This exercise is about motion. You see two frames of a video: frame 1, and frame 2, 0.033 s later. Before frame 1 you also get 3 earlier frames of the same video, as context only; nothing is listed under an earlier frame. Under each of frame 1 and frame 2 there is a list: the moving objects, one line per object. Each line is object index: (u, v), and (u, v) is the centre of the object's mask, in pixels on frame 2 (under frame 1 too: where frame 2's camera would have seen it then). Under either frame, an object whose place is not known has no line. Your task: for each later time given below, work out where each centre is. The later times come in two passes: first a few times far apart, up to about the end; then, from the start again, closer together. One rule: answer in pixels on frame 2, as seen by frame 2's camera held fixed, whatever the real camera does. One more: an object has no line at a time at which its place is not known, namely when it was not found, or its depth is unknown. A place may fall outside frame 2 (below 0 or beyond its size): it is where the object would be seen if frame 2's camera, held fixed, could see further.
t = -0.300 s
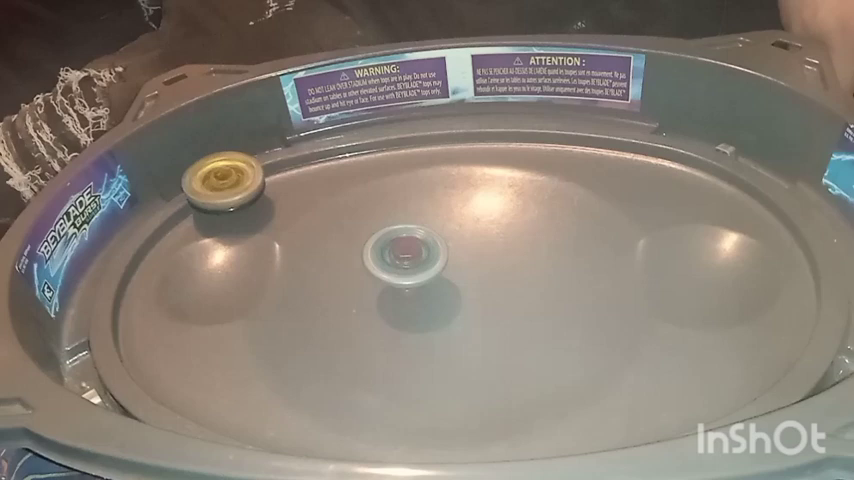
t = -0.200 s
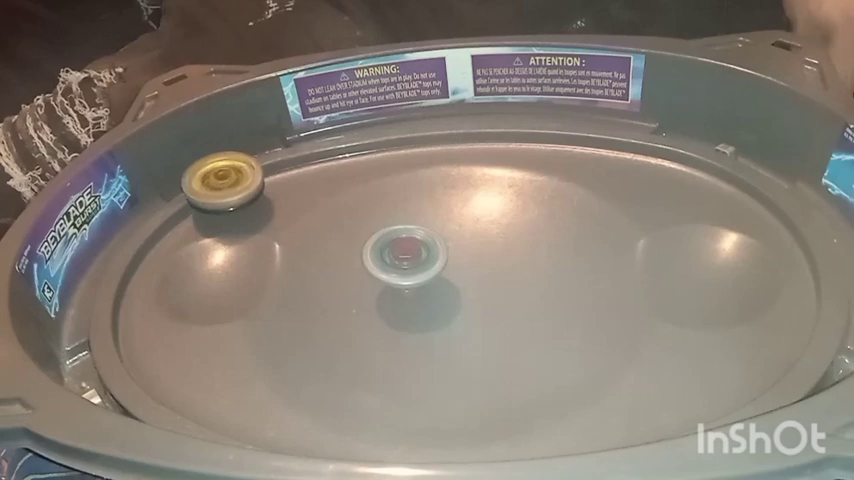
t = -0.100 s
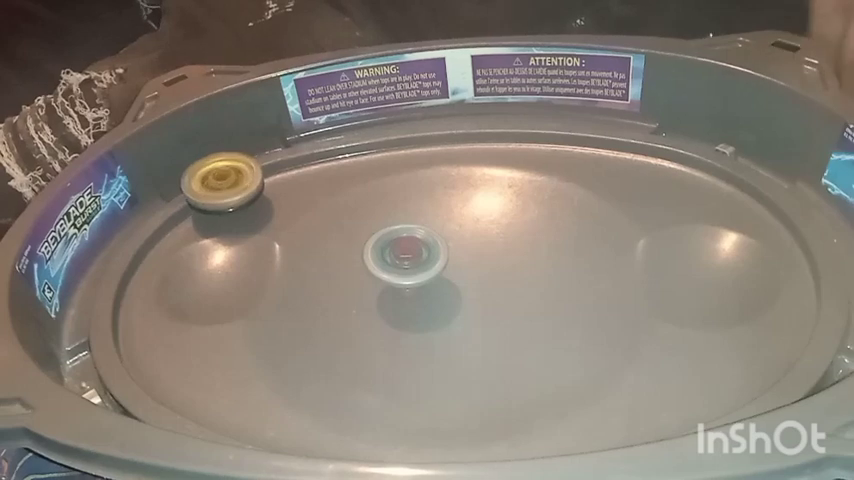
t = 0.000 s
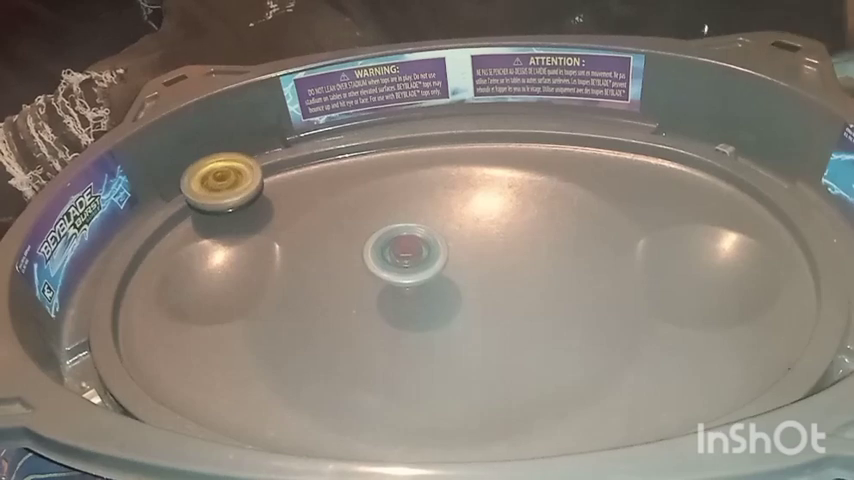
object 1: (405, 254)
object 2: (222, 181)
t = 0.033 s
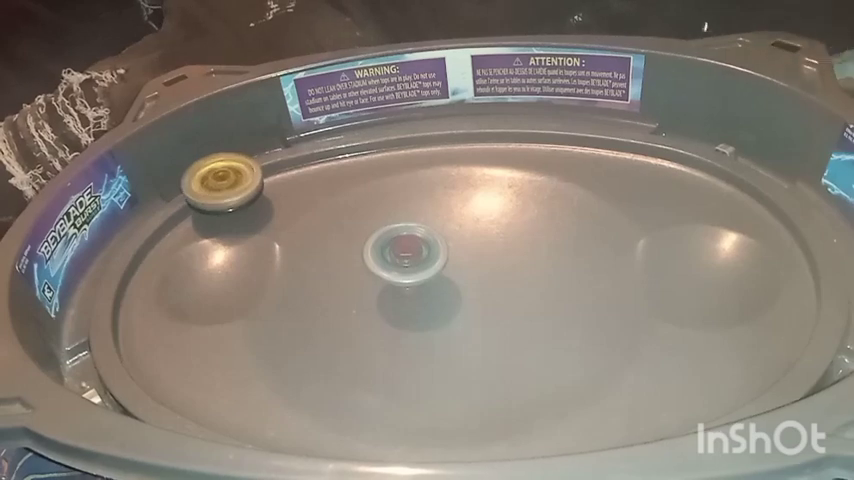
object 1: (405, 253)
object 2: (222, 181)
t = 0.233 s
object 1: (405, 252)
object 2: (224, 181)
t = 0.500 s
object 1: (409, 252)
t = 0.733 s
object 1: (407, 249)
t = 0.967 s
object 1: (400, 253)
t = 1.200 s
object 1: (405, 251)
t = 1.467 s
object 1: (398, 251)
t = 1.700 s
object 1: (402, 255)
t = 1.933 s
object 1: (403, 252)
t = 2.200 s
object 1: (398, 255)
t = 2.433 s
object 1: (401, 254)
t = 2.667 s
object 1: (399, 252)
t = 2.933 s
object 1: (402, 253)
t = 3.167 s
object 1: (403, 253)
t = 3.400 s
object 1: (402, 254)
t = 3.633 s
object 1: (404, 254)
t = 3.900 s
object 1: (401, 254)
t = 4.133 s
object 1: (402, 254)
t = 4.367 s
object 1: (402, 253)
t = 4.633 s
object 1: (401, 253)
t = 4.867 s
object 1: (403, 254)
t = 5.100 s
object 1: (403, 253)
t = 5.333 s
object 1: (402, 254)
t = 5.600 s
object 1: (403, 253)
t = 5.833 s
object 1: (401, 252)
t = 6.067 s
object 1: (400, 253)
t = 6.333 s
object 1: (402, 252)
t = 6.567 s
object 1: (401, 252)
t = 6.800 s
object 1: (404, 254)
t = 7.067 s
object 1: (403, 252)
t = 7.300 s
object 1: (399, 254)
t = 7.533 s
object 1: (402, 254)
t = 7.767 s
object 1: (401, 251)
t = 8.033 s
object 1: (401, 254)
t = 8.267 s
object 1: (404, 254)
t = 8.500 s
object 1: (403, 253)
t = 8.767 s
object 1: (401, 254)
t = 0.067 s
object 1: (405, 253)
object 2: (222, 181)
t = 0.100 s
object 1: (405, 253)
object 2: (222, 181)
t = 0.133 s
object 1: (405, 252)
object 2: (223, 181)
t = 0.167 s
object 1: (405, 252)
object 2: (223, 181)
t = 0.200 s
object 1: (405, 252)
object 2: (223, 181)
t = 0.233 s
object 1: (405, 252)
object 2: (224, 181)
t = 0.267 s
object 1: (405, 253)
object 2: (224, 180)
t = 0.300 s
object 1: (406, 253)
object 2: (224, 180)
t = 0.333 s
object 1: (406, 252)
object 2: (225, 180)
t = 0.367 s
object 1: (406, 253)
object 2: (225, 180)
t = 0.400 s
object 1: (407, 252)
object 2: (226, 179)
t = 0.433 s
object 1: (408, 252)
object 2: (226, 179)
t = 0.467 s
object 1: (409, 253)
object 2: (226, 179)
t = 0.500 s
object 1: (409, 252)
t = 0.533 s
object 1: (409, 252)
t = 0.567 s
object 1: (409, 251)
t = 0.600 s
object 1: (409, 251)
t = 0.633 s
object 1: (409, 250)
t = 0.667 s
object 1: (408, 249)
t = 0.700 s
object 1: (408, 249)
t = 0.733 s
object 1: (407, 249)
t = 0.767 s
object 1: (406, 248)
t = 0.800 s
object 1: (404, 249)
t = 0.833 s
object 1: (403, 249)
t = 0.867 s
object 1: (401, 250)
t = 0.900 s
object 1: (401, 251)
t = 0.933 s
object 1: (400, 252)
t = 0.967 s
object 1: (400, 253)
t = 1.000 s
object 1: (401, 253)
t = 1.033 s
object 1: (401, 253)
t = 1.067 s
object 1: (402, 253)
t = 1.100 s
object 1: (403, 253)
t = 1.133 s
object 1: (404, 253)
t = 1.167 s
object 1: (405, 252)
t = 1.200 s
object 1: (405, 251)
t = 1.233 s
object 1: (405, 250)
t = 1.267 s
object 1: (404, 250)
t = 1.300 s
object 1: (403, 249)
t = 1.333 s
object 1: (402, 249)
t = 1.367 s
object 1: (400, 249)
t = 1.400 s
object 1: (399, 249)
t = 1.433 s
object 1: (398, 250)
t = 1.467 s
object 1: (398, 251)
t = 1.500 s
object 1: (397, 252)
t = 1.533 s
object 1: (398, 253)
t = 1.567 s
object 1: (398, 254)
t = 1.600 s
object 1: (399, 254)
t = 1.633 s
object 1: (400, 255)
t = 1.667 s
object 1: (401, 255)
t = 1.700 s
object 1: (402, 255)
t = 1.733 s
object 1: (404, 255)
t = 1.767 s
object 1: (404, 254)
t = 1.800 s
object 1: (404, 254)
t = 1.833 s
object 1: (404, 253)
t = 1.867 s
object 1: (404, 253)
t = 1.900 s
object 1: (404, 253)
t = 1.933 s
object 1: (403, 252)
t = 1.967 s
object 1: (403, 252)
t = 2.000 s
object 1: (402, 252)
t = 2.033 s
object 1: (400, 253)
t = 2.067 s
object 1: (400, 253)
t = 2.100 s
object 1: (399, 254)
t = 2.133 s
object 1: (398, 254)
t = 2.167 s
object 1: (399, 255)
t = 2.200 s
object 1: (398, 255)
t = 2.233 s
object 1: (399, 255)
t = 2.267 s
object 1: (399, 255)
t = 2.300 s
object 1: (400, 255)
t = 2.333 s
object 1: (400, 255)
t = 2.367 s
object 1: (401, 254)
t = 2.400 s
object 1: (401, 254)
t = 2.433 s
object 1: (401, 254)
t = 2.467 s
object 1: (401, 253)
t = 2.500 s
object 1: (400, 253)
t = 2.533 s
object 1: (400, 252)
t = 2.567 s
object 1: (400, 252)
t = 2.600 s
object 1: (399, 252)
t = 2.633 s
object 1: (399, 252)
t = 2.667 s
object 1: (399, 252)
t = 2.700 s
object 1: (399, 253)
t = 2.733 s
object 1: (399, 253)
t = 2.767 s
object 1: (399, 253)
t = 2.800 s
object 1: (400, 254)
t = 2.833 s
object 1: (400, 254)
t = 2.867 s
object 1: (401, 254)
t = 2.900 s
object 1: (401, 253)
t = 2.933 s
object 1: (402, 253)
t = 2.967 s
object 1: (402, 253)
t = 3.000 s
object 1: (403, 253)
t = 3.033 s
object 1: (403, 253)
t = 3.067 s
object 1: (403, 253)
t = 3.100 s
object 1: (403, 253)
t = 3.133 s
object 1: (403, 253)
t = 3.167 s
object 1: (403, 253)
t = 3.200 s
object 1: (403, 253)
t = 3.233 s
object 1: (403, 253)
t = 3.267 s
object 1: (402, 253)
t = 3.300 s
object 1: (402, 253)
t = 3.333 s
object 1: (402, 253)
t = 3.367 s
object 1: (402, 253)
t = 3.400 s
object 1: (402, 254)
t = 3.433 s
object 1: (402, 254)
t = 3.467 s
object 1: (403, 254)
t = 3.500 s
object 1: (403, 254)
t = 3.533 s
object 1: (403, 254)
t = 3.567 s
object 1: (403, 255)
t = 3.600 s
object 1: (404, 254)
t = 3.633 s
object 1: (404, 254)
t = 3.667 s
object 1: (404, 254)
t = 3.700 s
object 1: (404, 254)
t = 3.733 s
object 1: (403, 254)
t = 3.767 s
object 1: (403, 254)
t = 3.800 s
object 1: (403, 254)
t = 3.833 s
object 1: (403, 253)
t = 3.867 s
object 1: (402, 254)
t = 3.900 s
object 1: (401, 254)
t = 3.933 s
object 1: (401, 254)
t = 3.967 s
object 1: (401, 254)
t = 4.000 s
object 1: (401, 254)
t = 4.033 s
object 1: (401, 254)
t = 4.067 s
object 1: (401, 254)
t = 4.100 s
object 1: (401, 254)
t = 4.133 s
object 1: (402, 254)
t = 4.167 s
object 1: (402, 254)
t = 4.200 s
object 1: (402, 254)
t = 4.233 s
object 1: (402, 254)
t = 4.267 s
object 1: (402, 254)
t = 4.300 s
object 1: (402, 253)
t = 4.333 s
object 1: (402, 253)
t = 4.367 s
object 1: (402, 253)
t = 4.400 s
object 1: (402, 252)
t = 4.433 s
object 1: (401, 252)
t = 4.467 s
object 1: (401, 252)
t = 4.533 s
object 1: (401, 252)
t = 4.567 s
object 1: (400, 252)
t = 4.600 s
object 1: (401, 252)
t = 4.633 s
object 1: (401, 253)
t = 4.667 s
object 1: (400, 253)
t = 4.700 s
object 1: (401, 253)
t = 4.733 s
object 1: (401, 254)
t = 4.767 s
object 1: (401, 254)
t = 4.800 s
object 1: (402, 254)
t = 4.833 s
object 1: (402, 254)
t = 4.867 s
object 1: (403, 254)
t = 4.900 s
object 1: (403, 254)
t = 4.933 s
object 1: (403, 254)
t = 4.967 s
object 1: (403, 253)
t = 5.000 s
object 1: (403, 253)
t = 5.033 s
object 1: (403, 253)
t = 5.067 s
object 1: (403, 253)
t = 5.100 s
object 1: (403, 253)
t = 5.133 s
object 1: (403, 253)
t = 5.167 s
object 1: (403, 253)
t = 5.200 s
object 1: (403, 253)
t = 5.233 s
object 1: (402, 254)
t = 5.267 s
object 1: (402, 254)
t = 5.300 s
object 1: (402, 254)
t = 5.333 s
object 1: (402, 254)
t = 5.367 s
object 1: (402, 255)
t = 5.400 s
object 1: (402, 255)
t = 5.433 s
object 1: (402, 254)
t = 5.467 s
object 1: (402, 254)
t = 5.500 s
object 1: (403, 254)
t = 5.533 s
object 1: (403, 254)
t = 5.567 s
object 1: (403, 254)
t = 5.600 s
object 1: (403, 253)
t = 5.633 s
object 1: (403, 253)
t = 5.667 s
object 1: (403, 253)
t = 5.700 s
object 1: (402, 253)
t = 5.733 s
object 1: (402, 253)
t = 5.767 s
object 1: (402, 252)
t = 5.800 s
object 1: (401, 252)
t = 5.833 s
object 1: (401, 252)
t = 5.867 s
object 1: (400, 252)
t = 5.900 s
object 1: (400, 252)
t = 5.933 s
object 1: (400, 252)
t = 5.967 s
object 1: (400, 253)
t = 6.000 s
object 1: (400, 253)
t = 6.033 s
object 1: (400, 253)
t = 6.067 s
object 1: (400, 253)
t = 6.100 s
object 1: (401, 253)
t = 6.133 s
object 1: (401, 253)
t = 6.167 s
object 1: (401, 253)
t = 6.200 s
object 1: (402, 253)
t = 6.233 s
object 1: (402, 253)
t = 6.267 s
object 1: (402, 253)
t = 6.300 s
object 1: (402, 252)
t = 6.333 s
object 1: (402, 252)
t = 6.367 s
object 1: (402, 252)
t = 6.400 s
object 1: (402, 252)
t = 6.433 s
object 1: (402, 251)
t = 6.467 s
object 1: (401, 251)
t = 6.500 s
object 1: (401, 251)
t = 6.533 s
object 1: (401, 252)
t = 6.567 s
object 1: (401, 252)
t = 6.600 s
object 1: (401, 252)
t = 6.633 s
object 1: (401, 253)
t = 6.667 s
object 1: (401, 253)
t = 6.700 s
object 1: (401, 254)
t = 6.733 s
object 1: (402, 254)
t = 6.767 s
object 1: (403, 254)
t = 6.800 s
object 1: (404, 254)
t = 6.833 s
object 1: (404, 254)
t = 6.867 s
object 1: (404, 254)
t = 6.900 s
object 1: (405, 254)
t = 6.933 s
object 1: (405, 253)
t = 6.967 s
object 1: (405, 253)
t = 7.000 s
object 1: (404, 252)
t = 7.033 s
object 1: (404, 252)
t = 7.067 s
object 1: (403, 252)
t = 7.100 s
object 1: (402, 252)
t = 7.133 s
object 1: (401, 252)
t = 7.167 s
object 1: (401, 252)
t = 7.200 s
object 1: (400, 252)
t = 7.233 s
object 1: (399, 253)
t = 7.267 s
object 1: (399, 253)
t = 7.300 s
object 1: (399, 254)
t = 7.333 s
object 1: (399, 254)
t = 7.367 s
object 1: (400, 254)
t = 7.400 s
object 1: (401, 254)
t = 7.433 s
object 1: (401, 254)
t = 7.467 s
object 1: (401, 254)
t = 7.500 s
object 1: (402, 254)
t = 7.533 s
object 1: (402, 254)
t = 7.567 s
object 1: (402, 254)
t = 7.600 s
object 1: (403, 253)
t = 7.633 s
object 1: (402, 253)
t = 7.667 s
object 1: (402, 252)
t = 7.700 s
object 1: (402, 252)
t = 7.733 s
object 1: (402, 252)
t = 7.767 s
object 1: (401, 251)
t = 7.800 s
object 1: (401, 252)
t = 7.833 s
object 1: (401, 252)
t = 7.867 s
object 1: (400, 252)
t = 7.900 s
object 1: (400, 252)
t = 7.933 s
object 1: (400, 253)
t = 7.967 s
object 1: (401, 253)
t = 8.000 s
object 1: (401, 253)
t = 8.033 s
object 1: (401, 254)
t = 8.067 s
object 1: (402, 254)
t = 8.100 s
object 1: (403, 254)
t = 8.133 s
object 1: (403, 254)
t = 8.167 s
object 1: (403, 254)
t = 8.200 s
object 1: (404, 254)
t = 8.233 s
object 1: (404, 254)
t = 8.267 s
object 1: (404, 254)
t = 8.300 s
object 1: (404, 254)
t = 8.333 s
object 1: (404, 253)
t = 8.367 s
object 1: (404, 253)
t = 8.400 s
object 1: (404, 253)
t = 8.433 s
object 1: (404, 253)
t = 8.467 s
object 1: (404, 253)
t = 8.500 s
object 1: (403, 253)
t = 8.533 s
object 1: (403, 253)
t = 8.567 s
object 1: (402, 253)
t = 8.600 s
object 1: (402, 253)
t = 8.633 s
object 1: (402, 253)
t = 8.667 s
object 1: (401, 253)
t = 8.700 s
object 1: (401, 253)
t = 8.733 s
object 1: (401, 253)
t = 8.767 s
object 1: (401, 254)
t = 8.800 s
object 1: (401, 254)
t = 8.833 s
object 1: (401, 254)
